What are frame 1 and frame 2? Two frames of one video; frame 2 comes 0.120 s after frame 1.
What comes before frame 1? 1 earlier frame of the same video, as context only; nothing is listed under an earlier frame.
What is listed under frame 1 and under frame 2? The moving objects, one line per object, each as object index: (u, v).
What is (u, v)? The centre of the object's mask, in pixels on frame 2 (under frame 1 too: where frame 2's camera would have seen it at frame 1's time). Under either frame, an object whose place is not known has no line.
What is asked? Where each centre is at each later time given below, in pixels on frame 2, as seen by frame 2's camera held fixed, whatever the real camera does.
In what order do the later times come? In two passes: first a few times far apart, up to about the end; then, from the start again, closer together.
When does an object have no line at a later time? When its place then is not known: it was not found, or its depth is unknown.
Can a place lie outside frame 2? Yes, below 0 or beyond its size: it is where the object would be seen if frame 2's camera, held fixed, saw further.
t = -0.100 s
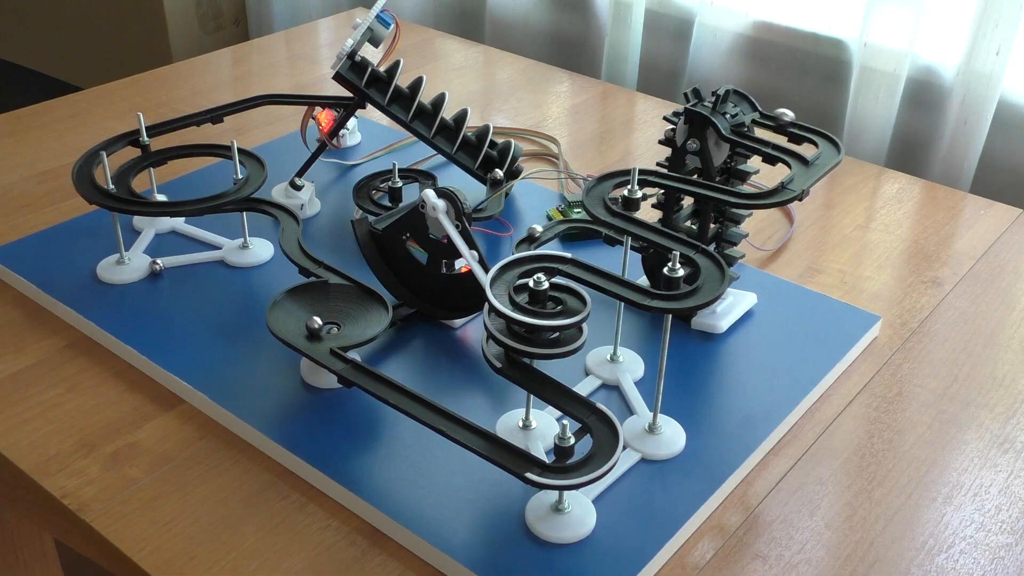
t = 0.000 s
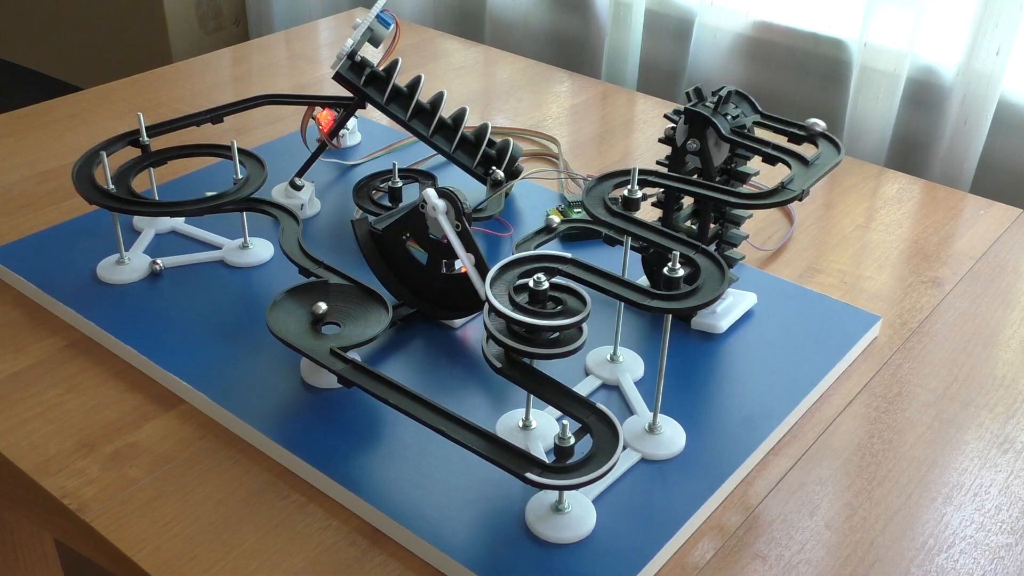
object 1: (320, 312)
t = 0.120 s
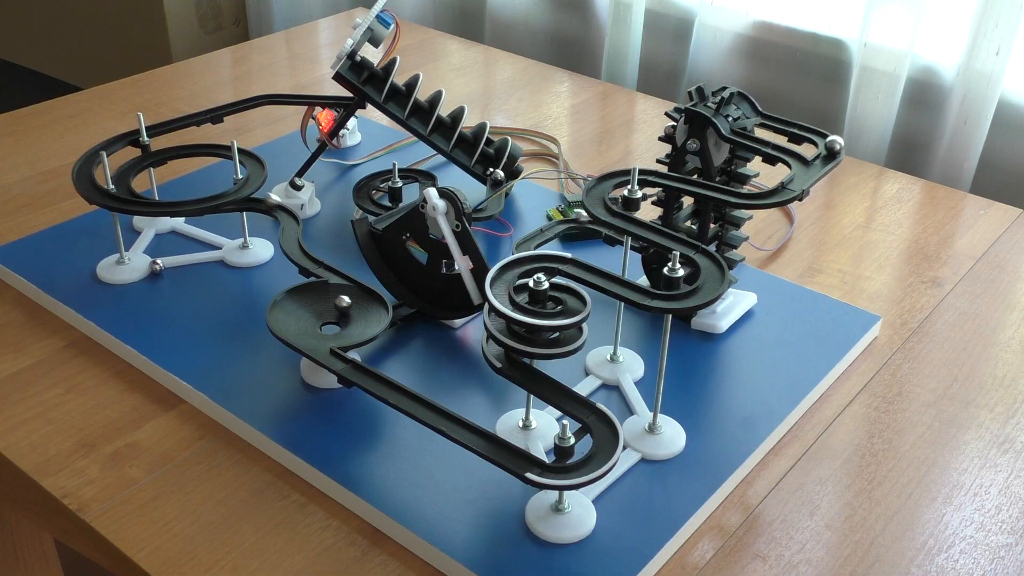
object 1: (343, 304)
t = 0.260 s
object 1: (351, 321)
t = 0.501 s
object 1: (315, 325)
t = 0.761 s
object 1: (351, 310)
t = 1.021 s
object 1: (321, 329)
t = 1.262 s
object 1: (336, 308)
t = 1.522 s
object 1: (341, 326)
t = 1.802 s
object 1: (324, 315)
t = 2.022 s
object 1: (354, 321)
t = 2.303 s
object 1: (321, 314)
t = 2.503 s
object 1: (345, 315)
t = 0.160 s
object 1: (349, 307)
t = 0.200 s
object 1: (352, 313)
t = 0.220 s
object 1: (353, 316)
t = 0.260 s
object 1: (351, 321)
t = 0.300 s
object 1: (347, 326)
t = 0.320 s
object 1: (344, 328)
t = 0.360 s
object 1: (336, 331)
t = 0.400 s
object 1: (328, 331)
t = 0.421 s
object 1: (324, 331)
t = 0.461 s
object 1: (318, 329)
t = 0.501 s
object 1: (315, 325)
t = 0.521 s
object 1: (314, 323)
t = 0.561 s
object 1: (316, 319)
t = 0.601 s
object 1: (321, 313)
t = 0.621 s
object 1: (325, 311)
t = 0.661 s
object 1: (333, 309)
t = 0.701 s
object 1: (342, 307)
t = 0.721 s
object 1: (345, 306)
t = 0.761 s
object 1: (351, 310)
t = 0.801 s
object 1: (354, 313)
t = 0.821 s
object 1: (354, 316)
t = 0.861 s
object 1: (351, 321)
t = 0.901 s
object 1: (345, 327)
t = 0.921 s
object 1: (341, 328)
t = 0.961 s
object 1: (333, 330)
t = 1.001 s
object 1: (325, 330)
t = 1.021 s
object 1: (321, 329)
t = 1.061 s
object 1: (315, 327)
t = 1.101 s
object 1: (313, 324)
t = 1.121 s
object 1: (313, 322)
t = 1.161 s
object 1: (316, 318)
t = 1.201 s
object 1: (323, 312)
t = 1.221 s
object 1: (327, 310)
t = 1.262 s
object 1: (336, 308)
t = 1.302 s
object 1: (344, 308)
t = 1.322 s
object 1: (347, 310)
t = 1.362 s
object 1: (353, 312)
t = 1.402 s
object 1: (355, 315)
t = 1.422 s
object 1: (355, 317)
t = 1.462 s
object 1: (352, 321)
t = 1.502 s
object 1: (345, 325)
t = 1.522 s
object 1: (341, 326)
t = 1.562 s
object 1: (332, 328)
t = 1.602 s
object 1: (323, 327)
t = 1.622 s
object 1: (320, 327)
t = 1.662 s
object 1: (314, 325)
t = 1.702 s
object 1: (312, 321)
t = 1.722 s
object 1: (313, 321)
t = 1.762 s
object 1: (317, 318)
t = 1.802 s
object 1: (324, 315)
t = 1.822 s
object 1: (328, 313)
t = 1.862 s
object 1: (338, 313)
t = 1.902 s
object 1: (345, 313)
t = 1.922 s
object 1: (349, 314)
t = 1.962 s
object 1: (354, 318)
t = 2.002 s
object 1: (354, 319)
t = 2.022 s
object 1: (354, 321)
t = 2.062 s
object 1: (350, 324)
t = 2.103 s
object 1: (343, 325)
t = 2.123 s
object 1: (339, 325)
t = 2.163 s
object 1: (330, 326)
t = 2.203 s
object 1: (322, 323)
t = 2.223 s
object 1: (320, 321)
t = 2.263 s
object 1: (319, 319)
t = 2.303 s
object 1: (321, 314)
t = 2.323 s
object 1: (324, 312)
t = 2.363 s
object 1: (328, 309)
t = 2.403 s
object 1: (334, 310)
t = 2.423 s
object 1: (337, 312)
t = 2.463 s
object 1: (342, 315)
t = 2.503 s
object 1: (345, 315)
